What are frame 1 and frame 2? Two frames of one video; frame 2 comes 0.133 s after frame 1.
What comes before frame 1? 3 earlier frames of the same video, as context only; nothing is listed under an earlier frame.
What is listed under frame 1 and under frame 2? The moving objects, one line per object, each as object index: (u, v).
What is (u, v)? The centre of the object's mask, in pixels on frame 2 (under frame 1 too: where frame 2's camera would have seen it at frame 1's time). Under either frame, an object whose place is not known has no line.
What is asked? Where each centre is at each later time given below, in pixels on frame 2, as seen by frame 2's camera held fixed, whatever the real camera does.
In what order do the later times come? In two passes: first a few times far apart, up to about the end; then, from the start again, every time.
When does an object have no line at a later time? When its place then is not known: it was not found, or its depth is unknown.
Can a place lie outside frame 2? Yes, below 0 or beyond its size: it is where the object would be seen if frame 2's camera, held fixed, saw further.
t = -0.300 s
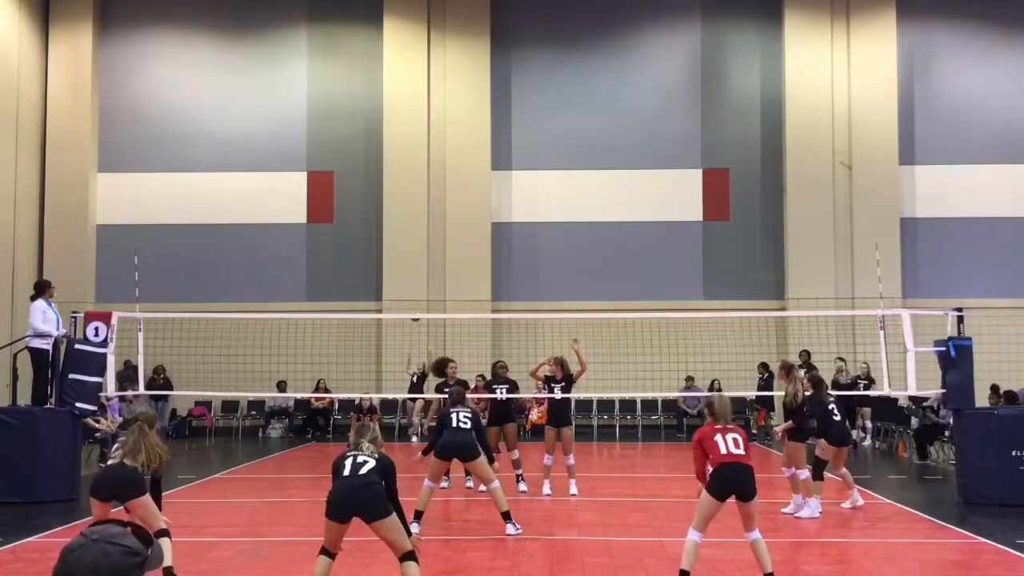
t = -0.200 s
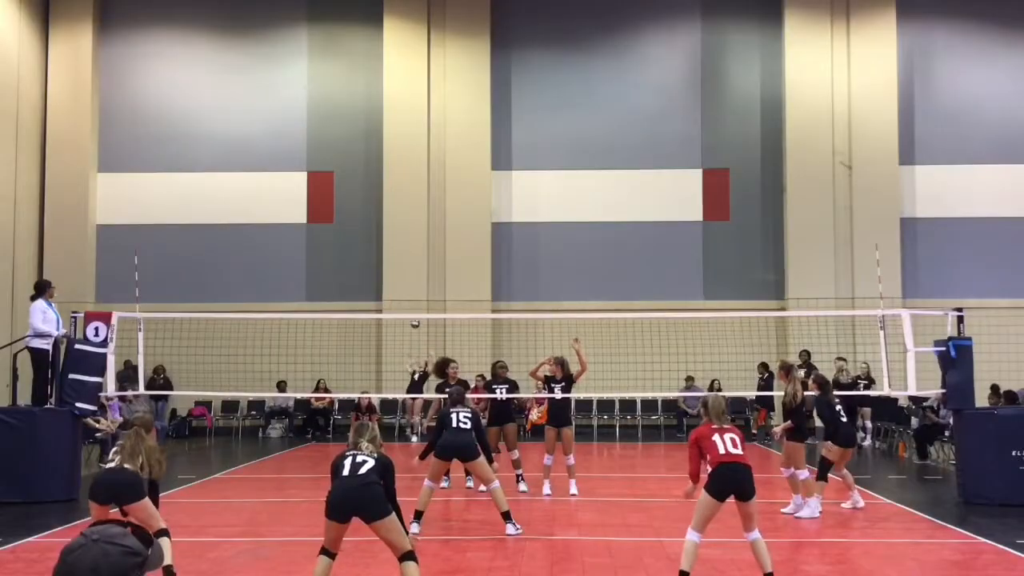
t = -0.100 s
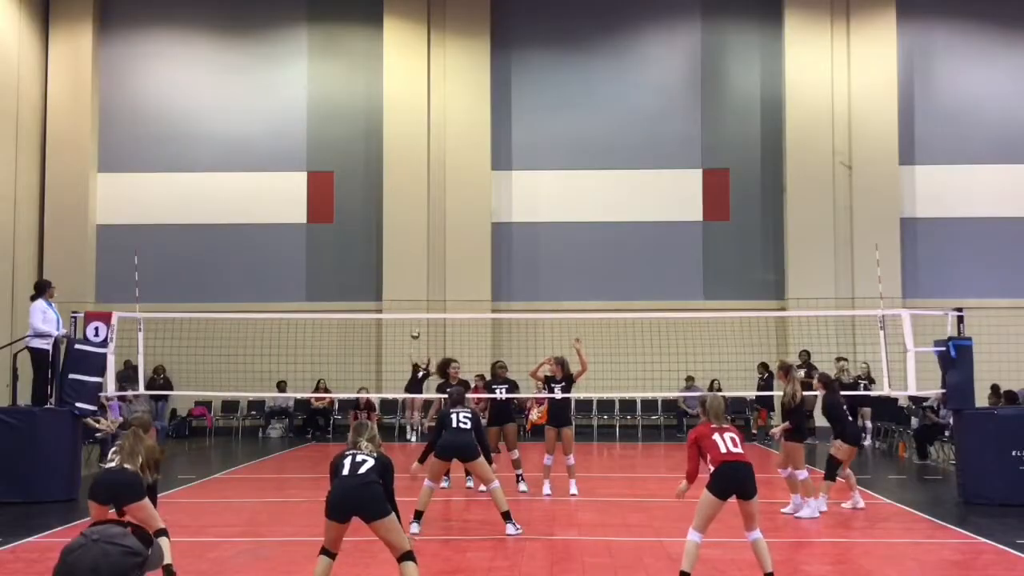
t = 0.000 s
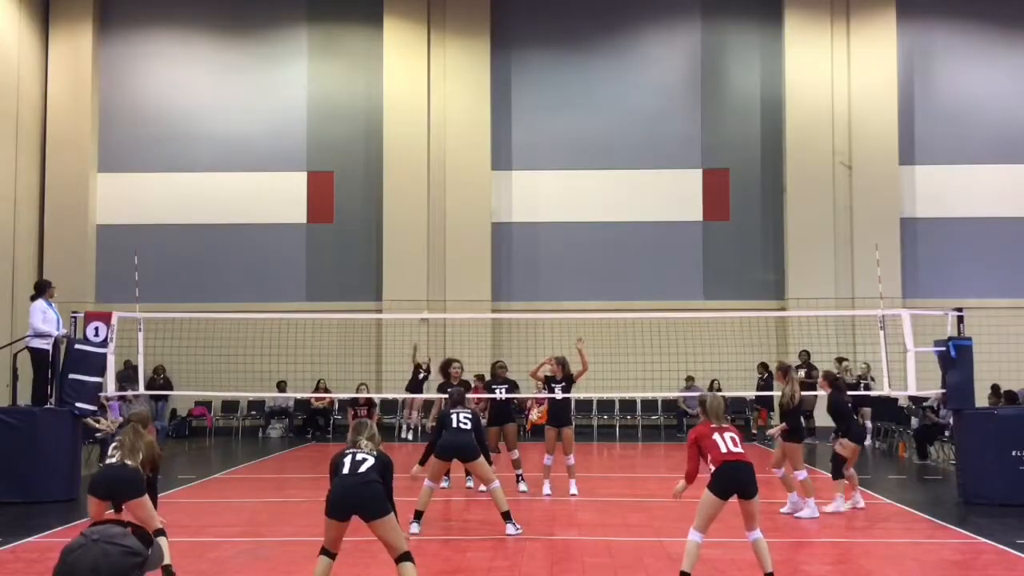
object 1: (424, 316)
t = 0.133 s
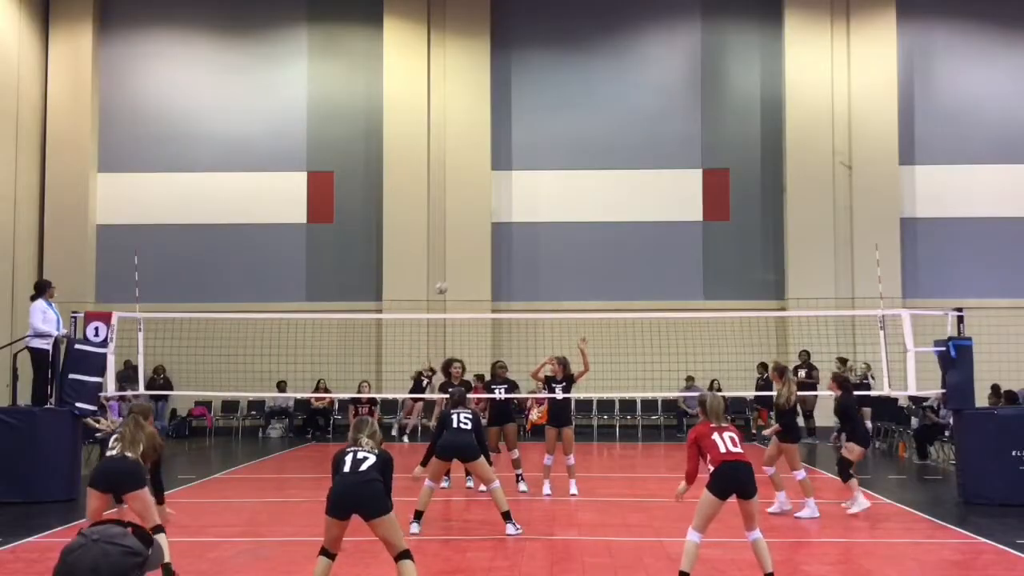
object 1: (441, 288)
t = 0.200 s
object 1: (451, 277)
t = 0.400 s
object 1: (480, 249)
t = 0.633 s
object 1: (527, 241)
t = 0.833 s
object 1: (585, 267)
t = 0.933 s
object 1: (620, 298)
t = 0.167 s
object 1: (445, 282)
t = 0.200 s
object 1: (451, 277)
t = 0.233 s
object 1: (454, 271)
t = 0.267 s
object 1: (460, 265)
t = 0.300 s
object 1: (465, 261)
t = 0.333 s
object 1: (470, 256)
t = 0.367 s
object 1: (475, 252)
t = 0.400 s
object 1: (480, 249)
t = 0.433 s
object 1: (487, 246)
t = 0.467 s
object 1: (493, 243)
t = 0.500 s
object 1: (499, 241)
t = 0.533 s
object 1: (505, 240)
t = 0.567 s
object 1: (512, 240)
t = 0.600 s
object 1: (519, 239)
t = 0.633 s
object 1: (527, 241)
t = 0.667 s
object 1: (535, 243)
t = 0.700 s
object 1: (544, 245)
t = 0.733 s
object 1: (553, 248)
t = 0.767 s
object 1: (563, 254)
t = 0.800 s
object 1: (573, 259)
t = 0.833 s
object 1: (585, 267)
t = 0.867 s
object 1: (595, 275)
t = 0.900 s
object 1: (608, 286)
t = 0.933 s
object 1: (620, 298)
